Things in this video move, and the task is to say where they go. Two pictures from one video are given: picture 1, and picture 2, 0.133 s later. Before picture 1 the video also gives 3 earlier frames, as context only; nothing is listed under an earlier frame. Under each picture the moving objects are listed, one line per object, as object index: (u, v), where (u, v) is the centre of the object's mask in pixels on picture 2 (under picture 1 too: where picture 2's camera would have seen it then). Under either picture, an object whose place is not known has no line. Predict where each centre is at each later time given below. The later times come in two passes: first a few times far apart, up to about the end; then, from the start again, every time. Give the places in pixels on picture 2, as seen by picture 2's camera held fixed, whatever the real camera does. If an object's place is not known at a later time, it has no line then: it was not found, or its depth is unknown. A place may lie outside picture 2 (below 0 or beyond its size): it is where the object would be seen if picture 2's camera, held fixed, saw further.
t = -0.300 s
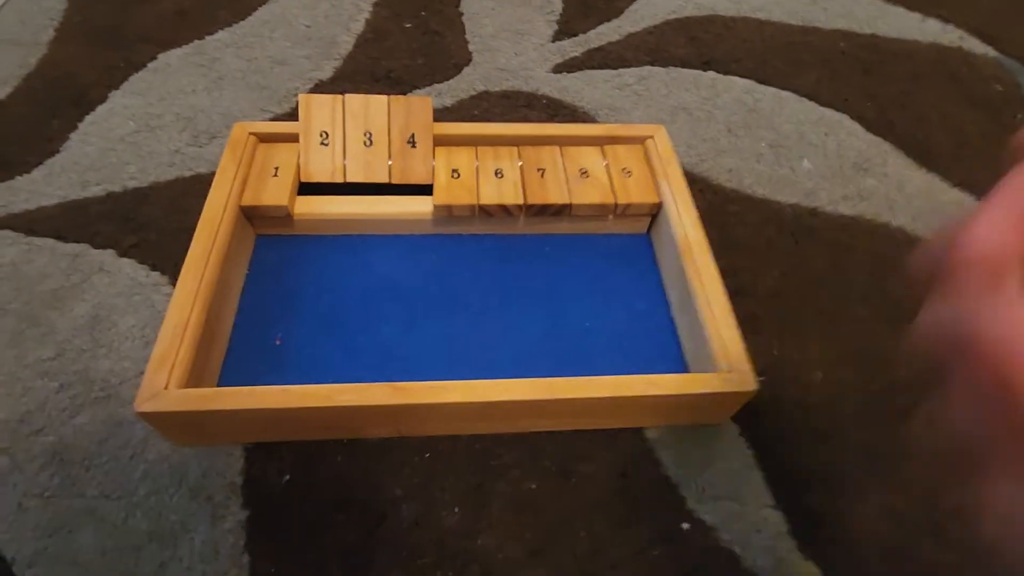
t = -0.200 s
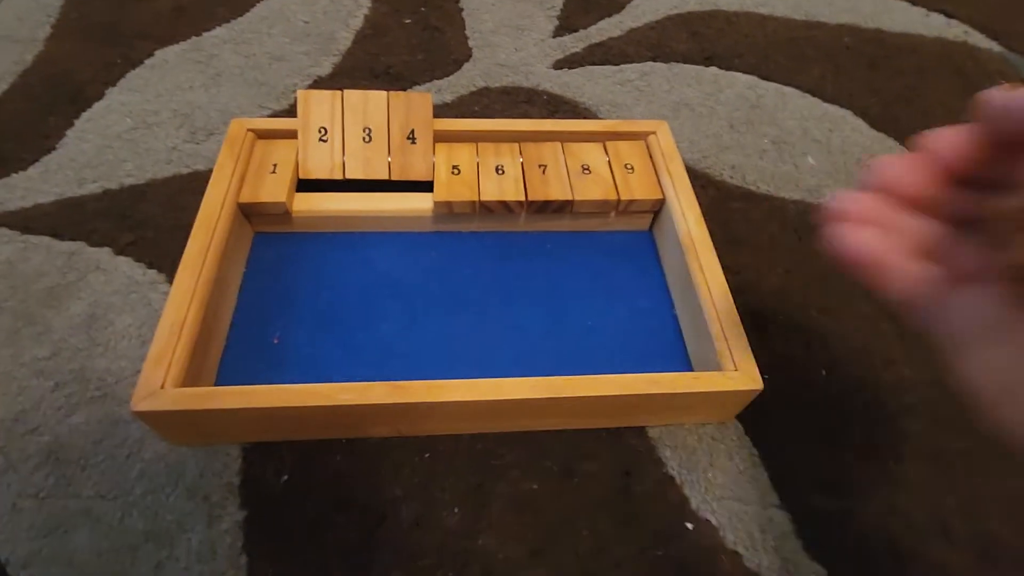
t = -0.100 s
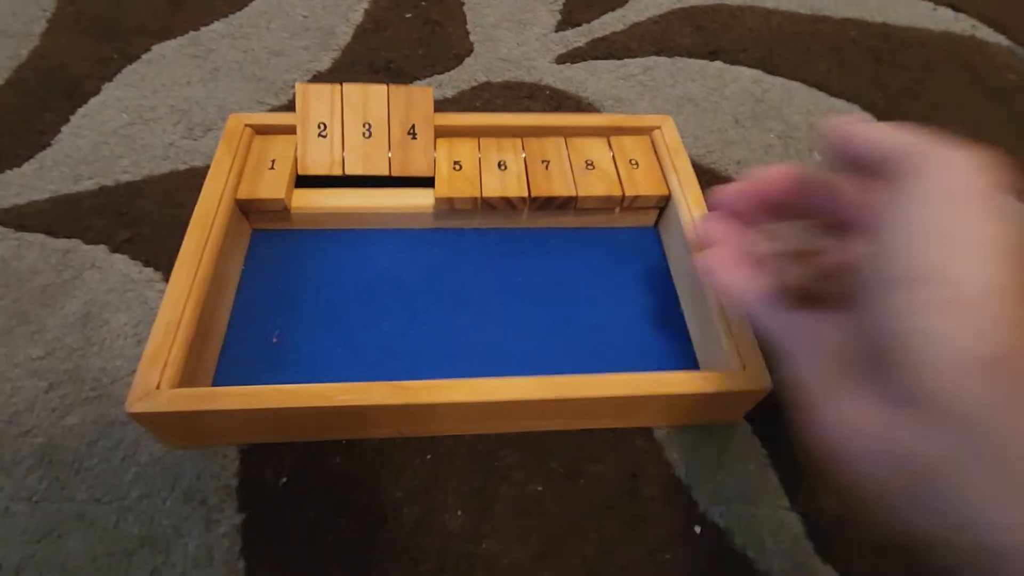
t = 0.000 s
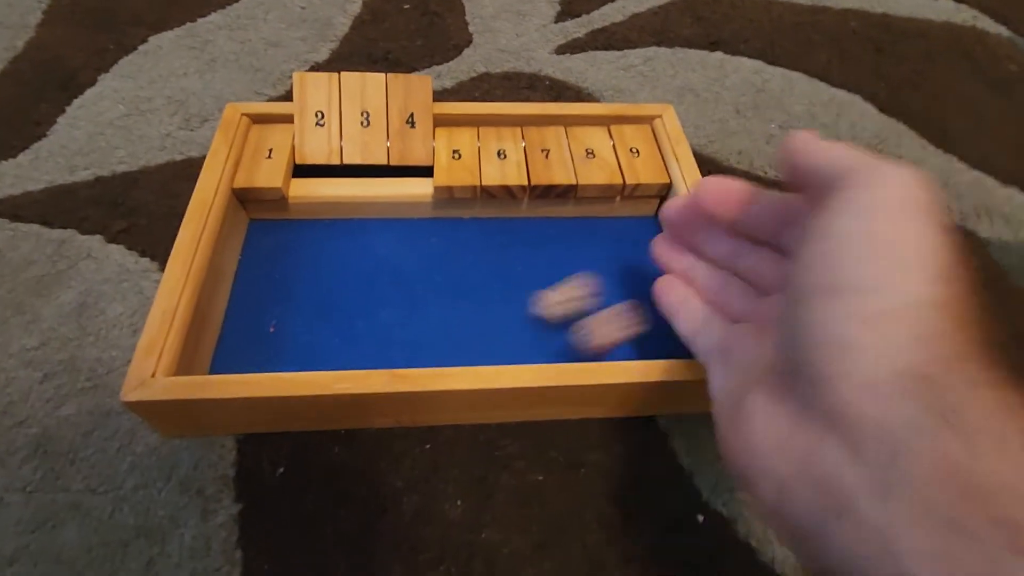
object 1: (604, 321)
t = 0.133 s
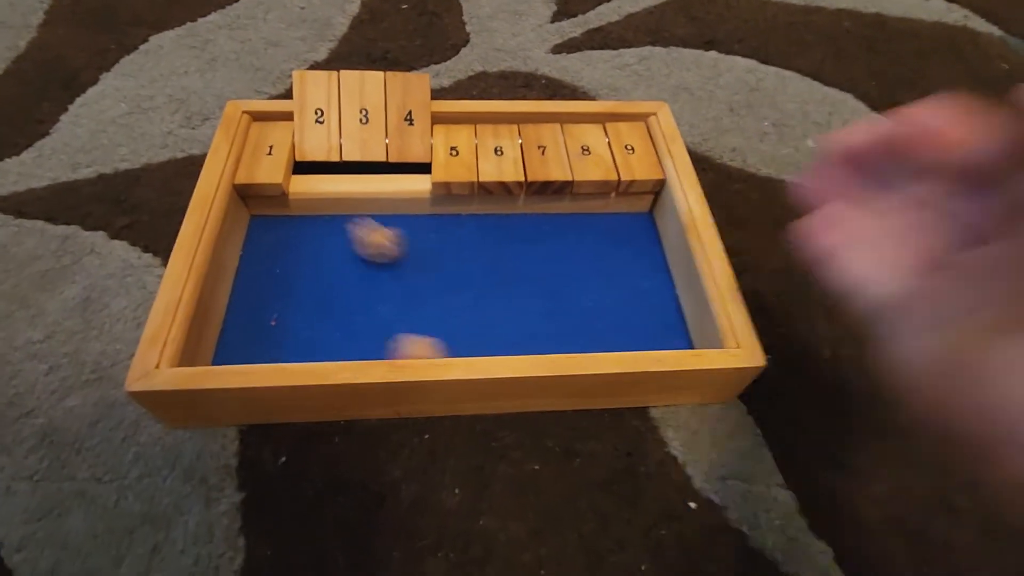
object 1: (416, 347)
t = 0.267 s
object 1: (275, 351)
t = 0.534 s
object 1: (271, 314)
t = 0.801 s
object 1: (289, 276)
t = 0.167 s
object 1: (379, 346)
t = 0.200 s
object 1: (345, 350)
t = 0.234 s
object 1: (308, 351)
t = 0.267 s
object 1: (275, 351)
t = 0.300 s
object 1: (244, 352)
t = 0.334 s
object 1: (223, 352)
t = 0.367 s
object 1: (236, 348)
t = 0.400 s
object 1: (243, 344)
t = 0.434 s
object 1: (252, 338)
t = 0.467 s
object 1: (260, 329)
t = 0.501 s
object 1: (265, 323)
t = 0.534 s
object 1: (271, 314)
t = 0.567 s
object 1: (281, 307)
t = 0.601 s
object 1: (286, 300)
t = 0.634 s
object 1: (290, 293)
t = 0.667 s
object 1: (293, 286)
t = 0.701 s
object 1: (291, 281)
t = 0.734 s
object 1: (289, 277)
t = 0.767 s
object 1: (289, 276)
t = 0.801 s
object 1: (289, 276)
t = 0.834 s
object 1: (289, 276)
